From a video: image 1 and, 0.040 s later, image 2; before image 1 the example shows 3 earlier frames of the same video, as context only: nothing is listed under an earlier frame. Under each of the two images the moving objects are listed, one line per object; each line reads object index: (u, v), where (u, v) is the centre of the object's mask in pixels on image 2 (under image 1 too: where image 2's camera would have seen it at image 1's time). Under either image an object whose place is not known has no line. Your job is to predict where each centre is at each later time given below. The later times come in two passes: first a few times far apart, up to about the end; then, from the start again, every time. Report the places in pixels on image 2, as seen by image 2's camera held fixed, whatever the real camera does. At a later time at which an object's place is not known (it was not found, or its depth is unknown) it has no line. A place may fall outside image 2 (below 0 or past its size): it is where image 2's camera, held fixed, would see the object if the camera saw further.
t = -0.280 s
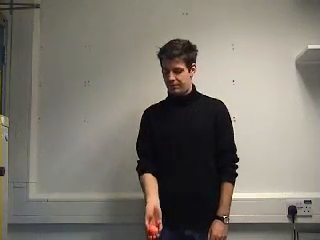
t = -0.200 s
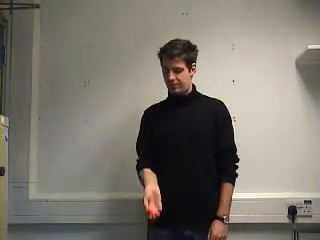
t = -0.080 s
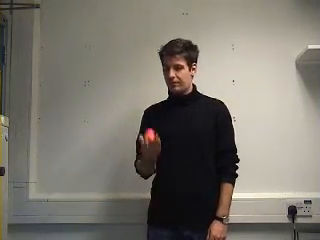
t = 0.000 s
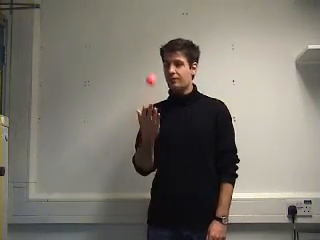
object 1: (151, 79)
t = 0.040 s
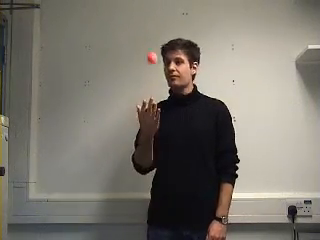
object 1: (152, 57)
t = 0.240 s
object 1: (156, 4)
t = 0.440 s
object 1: (159, 36)
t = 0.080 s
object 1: (152, 39)
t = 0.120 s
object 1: (153, 25)
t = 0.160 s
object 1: (154, 15)
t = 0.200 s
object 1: (155, 8)
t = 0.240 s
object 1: (156, 4)
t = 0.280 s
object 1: (156, 4)
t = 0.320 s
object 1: (157, 7)
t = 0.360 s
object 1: (158, 13)
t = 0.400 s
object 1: (159, 23)
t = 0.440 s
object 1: (159, 36)
